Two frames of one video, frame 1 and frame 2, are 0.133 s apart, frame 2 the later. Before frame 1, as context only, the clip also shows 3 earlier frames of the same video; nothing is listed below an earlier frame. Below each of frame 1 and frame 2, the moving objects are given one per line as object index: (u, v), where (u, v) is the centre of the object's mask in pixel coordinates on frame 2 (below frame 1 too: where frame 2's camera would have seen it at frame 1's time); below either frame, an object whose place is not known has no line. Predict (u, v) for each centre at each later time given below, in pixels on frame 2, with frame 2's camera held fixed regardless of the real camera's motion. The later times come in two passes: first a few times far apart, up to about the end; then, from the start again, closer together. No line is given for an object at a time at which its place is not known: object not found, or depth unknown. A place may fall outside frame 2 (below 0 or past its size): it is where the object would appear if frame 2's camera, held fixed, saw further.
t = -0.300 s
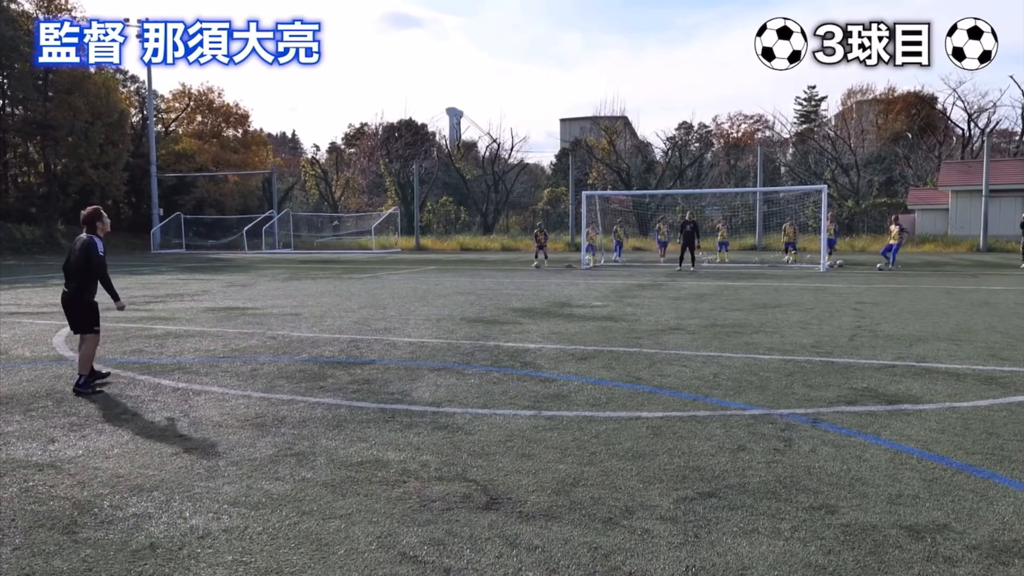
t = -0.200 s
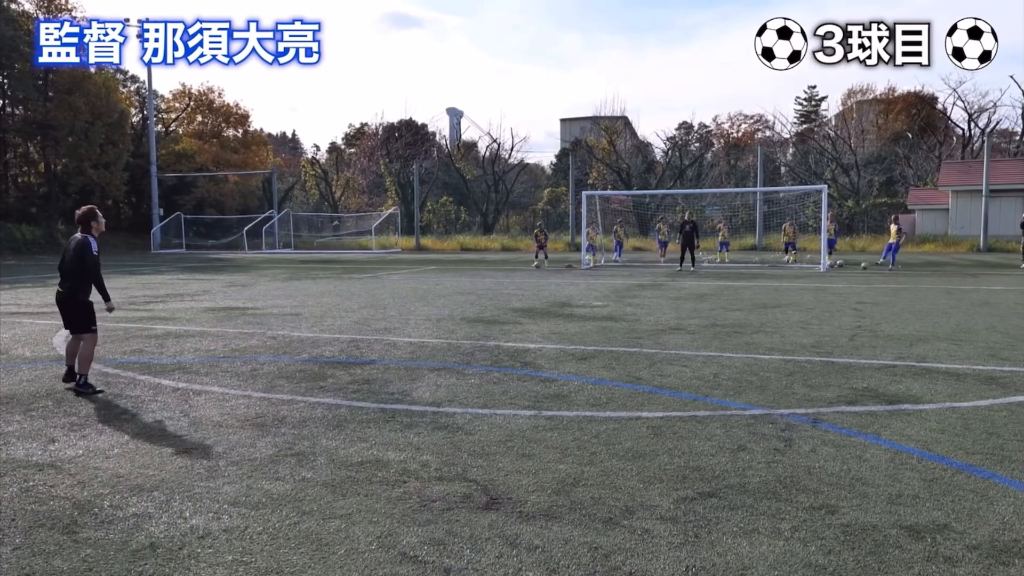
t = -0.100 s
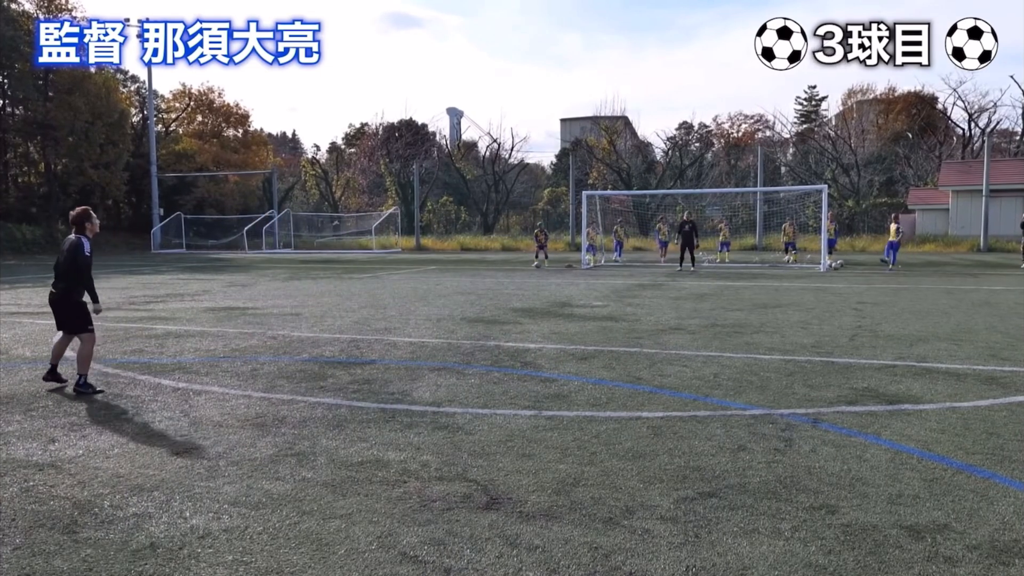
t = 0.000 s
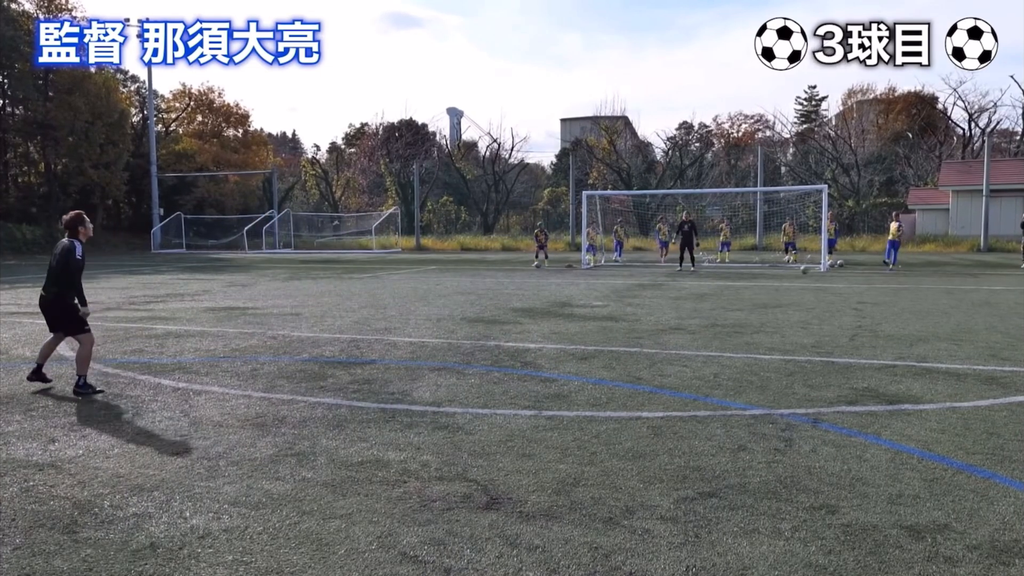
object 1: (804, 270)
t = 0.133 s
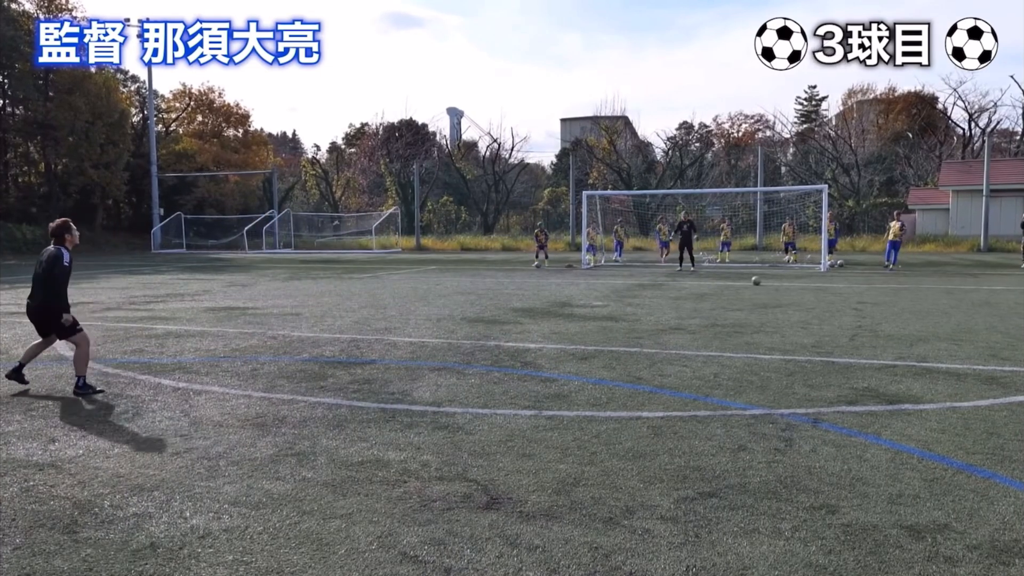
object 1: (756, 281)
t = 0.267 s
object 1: (707, 281)
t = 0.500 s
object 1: (612, 292)
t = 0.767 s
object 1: (499, 305)
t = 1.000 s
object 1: (398, 316)
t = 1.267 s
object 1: (263, 331)
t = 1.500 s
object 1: (113, 354)
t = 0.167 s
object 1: (744, 281)
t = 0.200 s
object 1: (732, 280)
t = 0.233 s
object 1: (720, 280)
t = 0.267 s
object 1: (707, 281)
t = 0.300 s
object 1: (694, 282)
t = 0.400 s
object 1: (653, 289)
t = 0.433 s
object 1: (638, 294)
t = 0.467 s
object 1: (626, 294)
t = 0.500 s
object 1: (612, 292)
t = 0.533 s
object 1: (600, 291)
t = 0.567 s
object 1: (586, 291)
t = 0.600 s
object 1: (572, 291)
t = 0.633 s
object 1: (558, 292)
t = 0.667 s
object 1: (544, 294)
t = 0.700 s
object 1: (530, 297)
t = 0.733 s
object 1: (514, 300)
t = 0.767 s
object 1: (499, 305)
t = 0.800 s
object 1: (483, 310)
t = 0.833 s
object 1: (469, 312)
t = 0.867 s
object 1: (455, 311)
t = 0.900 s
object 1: (441, 311)
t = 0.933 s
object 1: (427, 312)
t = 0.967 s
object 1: (412, 314)
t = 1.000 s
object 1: (398, 316)
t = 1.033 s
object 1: (383, 319)
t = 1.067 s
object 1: (367, 324)
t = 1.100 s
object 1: (351, 325)
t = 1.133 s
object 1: (334, 324)
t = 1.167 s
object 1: (317, 324)
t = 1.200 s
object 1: (299, 325)
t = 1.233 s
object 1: (281, 327)
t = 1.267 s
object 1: (263, 331)
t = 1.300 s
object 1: (243, 335)
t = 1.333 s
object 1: (224, 340)
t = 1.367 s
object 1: (204, 345)
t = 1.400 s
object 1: (181, 344)
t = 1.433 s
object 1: (159, 346)
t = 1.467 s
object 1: (137, 348)
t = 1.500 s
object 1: (113, 354)
